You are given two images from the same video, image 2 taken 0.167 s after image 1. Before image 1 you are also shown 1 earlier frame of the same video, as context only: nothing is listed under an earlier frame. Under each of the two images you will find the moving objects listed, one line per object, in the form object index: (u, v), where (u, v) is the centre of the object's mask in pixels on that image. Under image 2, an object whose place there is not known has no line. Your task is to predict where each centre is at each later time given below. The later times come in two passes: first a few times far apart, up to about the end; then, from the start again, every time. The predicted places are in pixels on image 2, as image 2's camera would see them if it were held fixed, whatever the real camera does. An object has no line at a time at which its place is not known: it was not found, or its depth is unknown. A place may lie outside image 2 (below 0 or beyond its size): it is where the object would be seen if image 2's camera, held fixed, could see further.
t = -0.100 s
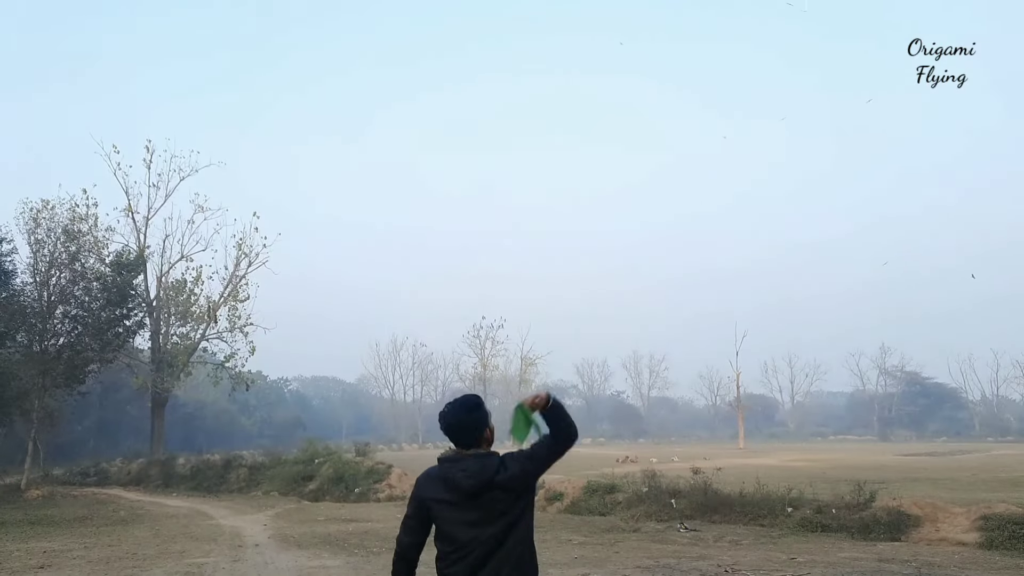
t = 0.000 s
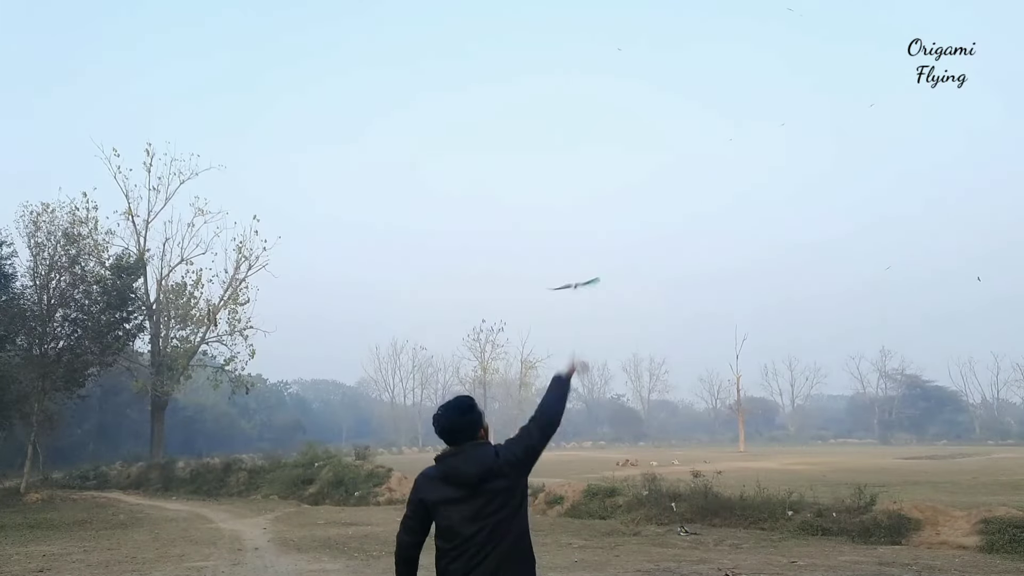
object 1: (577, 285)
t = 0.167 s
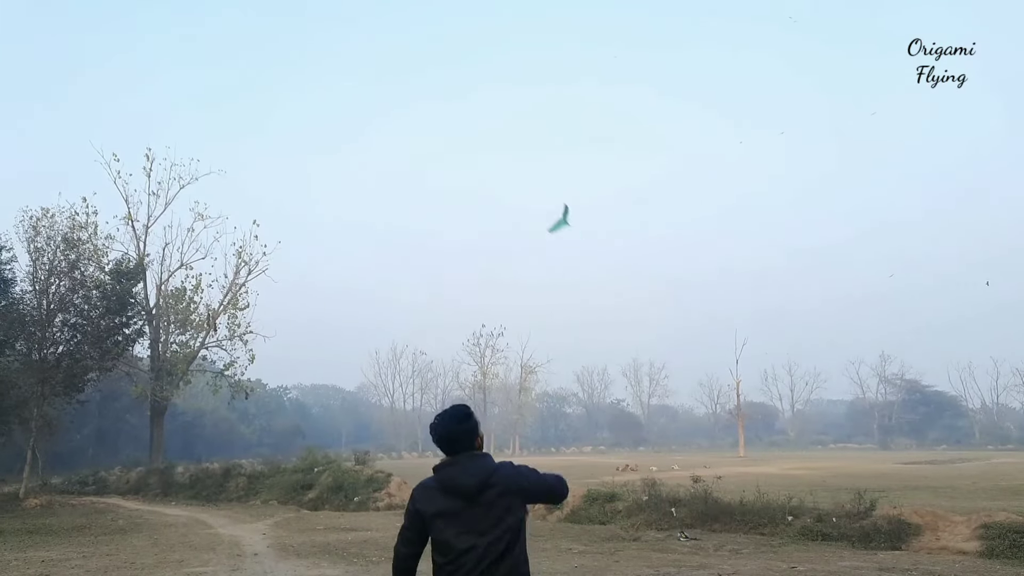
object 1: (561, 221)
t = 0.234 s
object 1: (543, 197)
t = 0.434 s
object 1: (463, 146)
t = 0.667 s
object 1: (378, 122)
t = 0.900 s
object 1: (313, 132)
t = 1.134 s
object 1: (248, 173)
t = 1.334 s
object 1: (188, 214)
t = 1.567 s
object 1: (107, 259)
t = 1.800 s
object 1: (16, 293)
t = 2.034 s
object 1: (-70, 304)
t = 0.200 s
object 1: (552, 209)
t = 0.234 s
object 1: (543, 197)
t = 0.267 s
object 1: (533, 187)
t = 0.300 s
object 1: (521, 177)
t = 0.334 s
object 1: (507, 168)
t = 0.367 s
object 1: (492, 159)
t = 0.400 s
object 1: (478, 152)
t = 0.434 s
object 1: (463, 146)
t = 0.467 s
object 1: (450, 141)
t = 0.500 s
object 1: (437, 136)
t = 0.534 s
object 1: (424, 132)
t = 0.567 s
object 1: (412, 129)
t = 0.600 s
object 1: (401, 126)
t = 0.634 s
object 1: (389, 123)
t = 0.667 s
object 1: (378, 122)
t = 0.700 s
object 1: (368, 122)
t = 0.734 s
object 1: (358, 123)
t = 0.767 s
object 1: (348, 124)
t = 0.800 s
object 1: (340, 125)
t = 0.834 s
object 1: (331, 126)
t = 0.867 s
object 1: (322, 128)
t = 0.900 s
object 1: (313, 132)
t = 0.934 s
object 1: (304, 136)
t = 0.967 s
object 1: (295, 141)
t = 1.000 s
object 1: (286, 147)
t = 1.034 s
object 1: (277, 154)
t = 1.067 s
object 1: (267, 161)
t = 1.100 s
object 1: (258, 167)
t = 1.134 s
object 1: (248, 173)
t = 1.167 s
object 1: (238, 180)
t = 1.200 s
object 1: (228, 186)
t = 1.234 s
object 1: (219, 193)
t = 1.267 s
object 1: (208, 200)
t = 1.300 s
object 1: (198, 207)
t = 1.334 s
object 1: (188, 214)
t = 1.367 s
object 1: (177, 221)
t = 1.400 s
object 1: (166, 227)
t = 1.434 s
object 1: (155, 234)
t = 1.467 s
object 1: (143, 240)
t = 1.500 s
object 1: (132, 247)
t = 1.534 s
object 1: (119, 253)
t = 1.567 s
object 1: (107, 259)
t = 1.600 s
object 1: (95, 266)
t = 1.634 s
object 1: (81, 271)
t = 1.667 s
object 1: (69, 277)
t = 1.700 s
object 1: (56, 282)
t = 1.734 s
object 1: (43, 287)
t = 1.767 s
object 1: (30, 291)
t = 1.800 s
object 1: (16, 293)
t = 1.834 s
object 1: (5, 296)
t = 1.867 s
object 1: (-11, 295)
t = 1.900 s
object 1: (-23, 298)
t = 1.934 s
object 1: (-35, 300)
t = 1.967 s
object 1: (-47, 299)
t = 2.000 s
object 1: (-59, 301)
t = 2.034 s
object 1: (-70, 304)
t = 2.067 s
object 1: (-81, 307)
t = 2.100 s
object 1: (-91, 311)
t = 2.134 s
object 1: (-98, 317)
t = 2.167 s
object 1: (-107, 322)
